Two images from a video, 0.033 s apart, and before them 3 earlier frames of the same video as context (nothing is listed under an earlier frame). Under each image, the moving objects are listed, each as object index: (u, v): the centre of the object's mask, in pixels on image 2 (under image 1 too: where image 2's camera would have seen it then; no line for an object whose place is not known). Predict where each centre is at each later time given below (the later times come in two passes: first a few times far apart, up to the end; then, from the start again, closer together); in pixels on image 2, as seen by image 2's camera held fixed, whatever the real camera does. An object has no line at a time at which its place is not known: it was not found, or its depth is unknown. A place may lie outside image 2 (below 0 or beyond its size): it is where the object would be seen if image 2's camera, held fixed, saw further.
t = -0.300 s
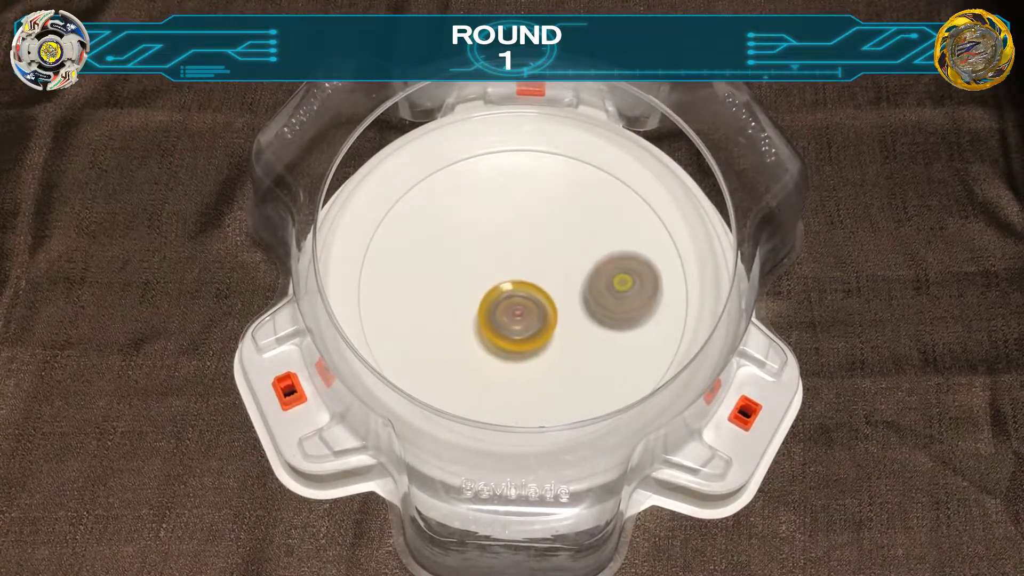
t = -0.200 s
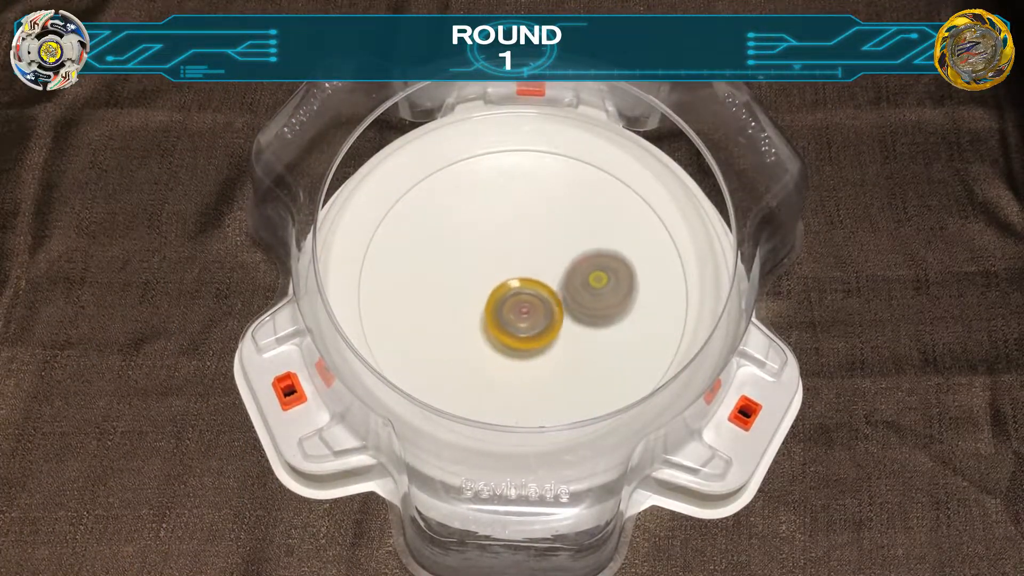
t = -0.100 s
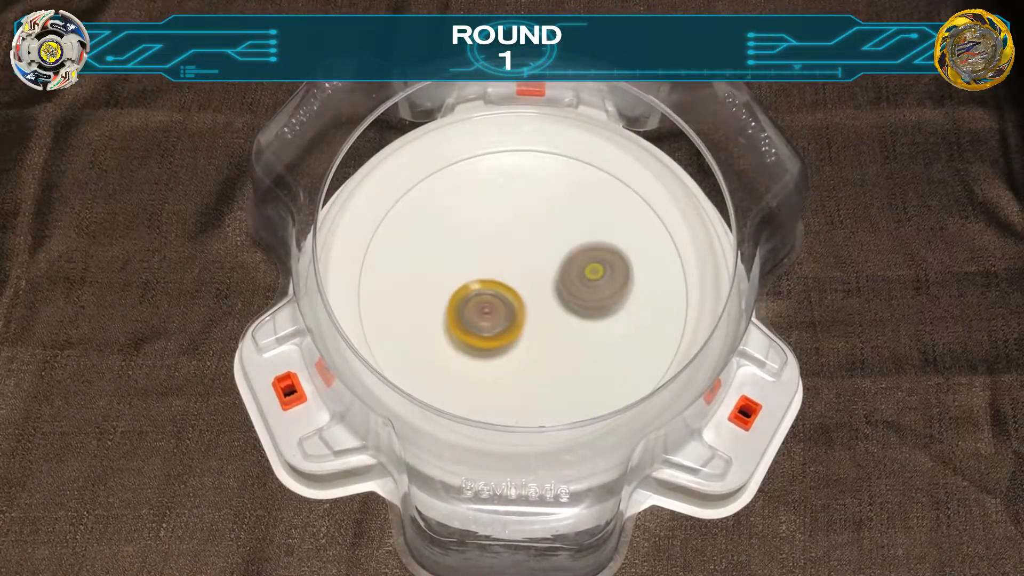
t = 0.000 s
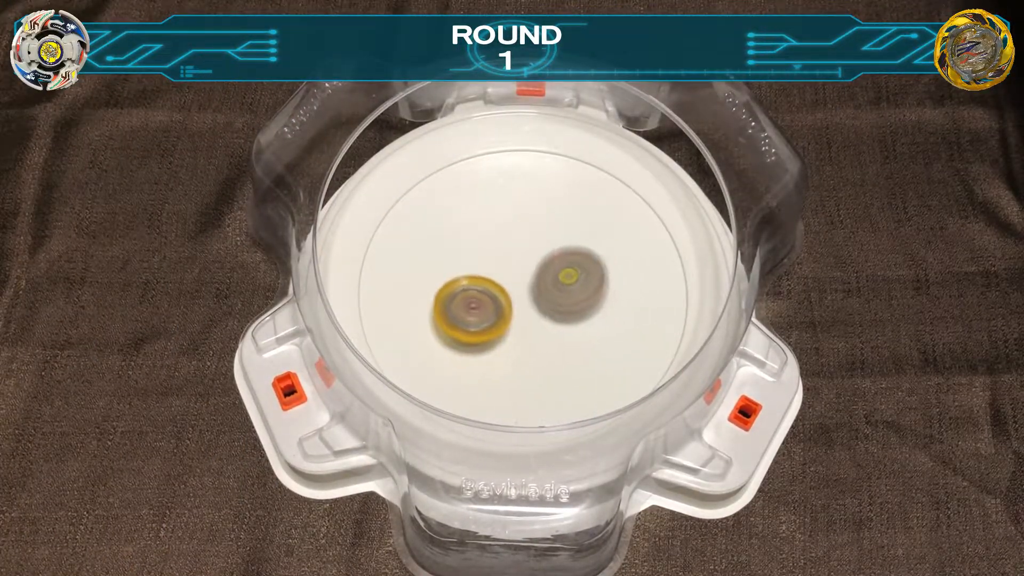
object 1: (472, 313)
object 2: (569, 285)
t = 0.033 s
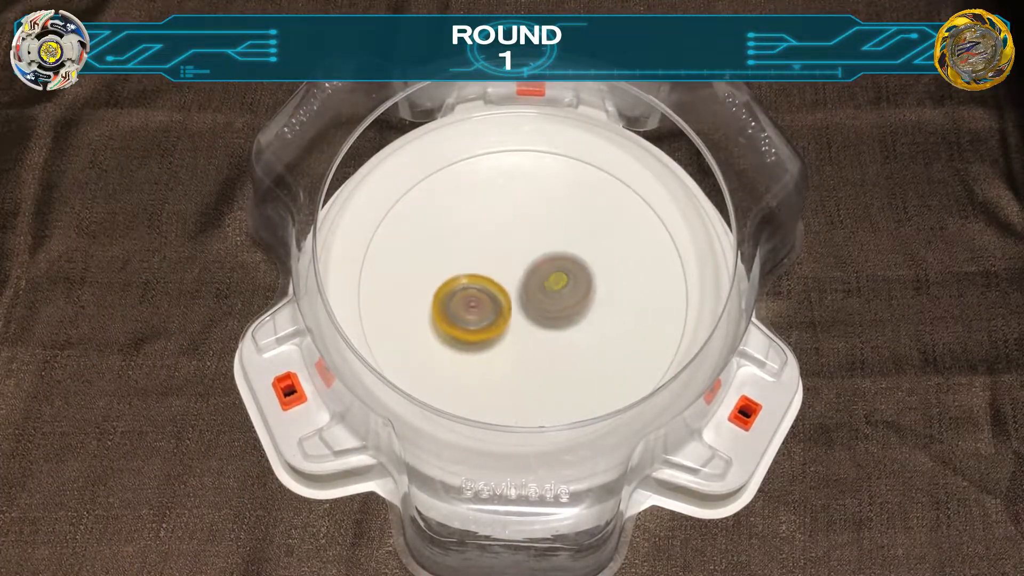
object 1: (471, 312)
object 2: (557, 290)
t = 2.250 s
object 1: (529, 270)
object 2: (444, 280)
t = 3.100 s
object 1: (528, 354)
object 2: (495, 256)
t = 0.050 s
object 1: (471, 311)
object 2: (550, 293)
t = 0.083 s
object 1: (468, 308)
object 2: (542, 300)
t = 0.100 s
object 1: (464, 304)
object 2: (538, 305)
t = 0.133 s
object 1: (458, 301)
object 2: (531, 315)
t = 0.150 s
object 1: (456, 299)
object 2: (528, 318)
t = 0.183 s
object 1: (454, 295)
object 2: (521, 327)
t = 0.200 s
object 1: (454, 293)
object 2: (518, 331)
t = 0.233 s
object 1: (454, 290)
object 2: (512, 339)
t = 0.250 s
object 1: (455, 290)
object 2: (509, 343)
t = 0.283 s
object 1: (456, 289)
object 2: (505, 352)
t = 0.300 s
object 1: (457, 289)
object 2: (503, 356)
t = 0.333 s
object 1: (457, 289)
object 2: (501, 364)
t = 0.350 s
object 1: (457, 289)
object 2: (500, 368)
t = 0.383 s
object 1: (458, 289)
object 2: (500, 375)
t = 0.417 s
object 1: (458, 289)
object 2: (502, 381)
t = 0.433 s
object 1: (457, 289)
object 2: (503, 384)
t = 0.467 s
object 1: (457, 289)
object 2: (506, 388)
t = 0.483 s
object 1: (457, 289)
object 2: (508, 389)
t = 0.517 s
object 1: (456, 289)
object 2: (510, 391)
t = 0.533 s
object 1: (455, 289)
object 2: (512, 391)
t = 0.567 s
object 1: (455, 289)
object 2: (515, 392)
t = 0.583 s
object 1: (455, 290)
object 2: (516, 393)
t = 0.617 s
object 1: (455, 290)
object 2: (517, 393)
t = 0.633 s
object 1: (454, 289)
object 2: (518, 393)
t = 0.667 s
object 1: (454, 288)
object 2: (520, 393)
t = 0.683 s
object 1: (454, 288)
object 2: (520, 393)
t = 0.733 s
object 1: (454, 287)
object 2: (521, 392)
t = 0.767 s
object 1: (456, 287)
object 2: (521, 392)
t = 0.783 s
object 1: (457, 287)
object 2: (521, 391)
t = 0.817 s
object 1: (460, 287)
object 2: (519, 390)
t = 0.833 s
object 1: (462, 286)
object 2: (518, 388)
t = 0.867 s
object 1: (466, 286)
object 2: (516, 386)
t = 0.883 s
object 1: (467, 287)
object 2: (515, 383)
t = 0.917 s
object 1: (471, 287)
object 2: (513, 379)
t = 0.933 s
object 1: (472, 287)
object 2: (512, 377)
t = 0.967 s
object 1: (475, 286)
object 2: (509, 373)
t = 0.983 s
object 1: (476, 286)
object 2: (508, 370)
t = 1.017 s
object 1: (479, 285)
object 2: (506, 366)
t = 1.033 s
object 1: (480, 284)
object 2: (504, 364)
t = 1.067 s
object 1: (483, 282)
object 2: (502, 360)
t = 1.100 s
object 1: (485, 281)
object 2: (500, 357)
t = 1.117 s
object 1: (487, 280)
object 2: (498, 355)
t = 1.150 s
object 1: (490, 277)
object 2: (496, 353)
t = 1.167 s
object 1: (492, 275)
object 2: (494, 353)
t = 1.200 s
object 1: (494, 269)
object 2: (491, 354)
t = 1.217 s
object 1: (495, 266)
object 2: (489, 354)
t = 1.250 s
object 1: (498, 261)
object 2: (487, 353)
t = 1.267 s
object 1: (500, 259)
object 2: (486, 352)
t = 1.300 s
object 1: (504, 255)
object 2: (484, 351)
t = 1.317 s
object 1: (506, 253)
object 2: (482, 351)
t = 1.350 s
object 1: (511, 249)
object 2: (481, 349)
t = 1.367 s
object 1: (512, 247)
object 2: (480, 348)
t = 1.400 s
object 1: (516, 244)
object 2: (477, 346)
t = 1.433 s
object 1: (519, 243)
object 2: (476, 340)
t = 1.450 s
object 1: (520, 242)
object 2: (475, 339)
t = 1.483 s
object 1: (521, 241)
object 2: (473, 336)
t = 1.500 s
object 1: (521, 241)
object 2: (472, 334)
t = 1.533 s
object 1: (521, 241)
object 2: (471, 331)
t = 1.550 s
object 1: (522, 241)
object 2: (470, 329)
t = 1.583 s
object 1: (523, 242)
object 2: (468, 326)
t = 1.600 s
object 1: (523, 243)
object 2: (467, 324)
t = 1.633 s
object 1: (525, 242)
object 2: (465, 320)
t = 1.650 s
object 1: (526, 242)
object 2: (464, 319)
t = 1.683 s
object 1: (527, 243)
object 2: (463, 317)
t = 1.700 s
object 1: (527, 243)
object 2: (463, 315)
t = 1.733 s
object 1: (526, 244)
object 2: (461, 315)
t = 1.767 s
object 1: (526, 244)
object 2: (460, 311)
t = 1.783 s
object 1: (526, 244)
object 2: (460, 310)
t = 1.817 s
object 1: (528, 245)
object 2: (458, 307)
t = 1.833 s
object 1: (528, 246)
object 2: (458, 306)
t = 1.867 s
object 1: (529, 248)
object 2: (456, 303)
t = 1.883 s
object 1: (530, 249)
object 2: (456, 302)
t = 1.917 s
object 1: (530, 251)
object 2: (454, 299)
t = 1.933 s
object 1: (530, 252)
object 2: (453, 298)
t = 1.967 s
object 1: (529, 254)
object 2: (452, 296)
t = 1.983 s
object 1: (529, 255)
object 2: (451, 295)
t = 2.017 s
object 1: (528, 256)
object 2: (450, 293)
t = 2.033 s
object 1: (528, 257)
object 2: (449, 292)
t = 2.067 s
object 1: (528, 259)
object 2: (448, 290)
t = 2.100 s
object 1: (528, 261)
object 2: (447, 287)
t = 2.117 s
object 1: (529, 262)
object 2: (446, 286)
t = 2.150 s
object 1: (529, 264)
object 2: (445, 284)
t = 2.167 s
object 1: (529, 265)
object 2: (445, 284)
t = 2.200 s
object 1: (528, 266)
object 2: (444, 282)
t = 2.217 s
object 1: (528, 267)
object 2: (444, 281)
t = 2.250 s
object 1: (529, 270)
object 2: (444, 280)
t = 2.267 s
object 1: (529, 272)
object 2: (444, 279)
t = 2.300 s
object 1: (529, 276)
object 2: (444, 278)
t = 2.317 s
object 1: (529, 277)
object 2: (444, 278)
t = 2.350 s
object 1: (529, 279)
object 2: (445, 277)
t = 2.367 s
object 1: (529, 281)
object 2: (445, 277)
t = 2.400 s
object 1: (528, 283)
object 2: (446, 276)
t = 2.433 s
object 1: (527, 285)
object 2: (447, 275)
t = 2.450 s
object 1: (527, 287)
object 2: (447, 275)
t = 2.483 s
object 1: (526, 289)
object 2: (448, 274)
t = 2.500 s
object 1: (525, 290)
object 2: (449, 274)
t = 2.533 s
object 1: (533, 296)
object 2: (443, 269)
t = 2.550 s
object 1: (536, 298)
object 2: (441, 267)
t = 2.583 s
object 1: (540, 303)
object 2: (436, 265)
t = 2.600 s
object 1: (541, 306)
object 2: (434, 263)
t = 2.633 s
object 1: (541, 312)
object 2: (430, 259)
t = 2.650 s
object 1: (540, 314)
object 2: (428, 257)
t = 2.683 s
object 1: (539, 319)
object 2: (425, 253)
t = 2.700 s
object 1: (538, 322)
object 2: (425, 253)
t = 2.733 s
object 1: (537, 326)
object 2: (425, 252)
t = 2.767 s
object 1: (535, 330)
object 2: (427, 254)
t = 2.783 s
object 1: (535, 333)
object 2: (428, 255)
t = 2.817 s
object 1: (533, 337)
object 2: (432, 258)
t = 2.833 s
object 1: (532, 339)
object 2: (434, 260)
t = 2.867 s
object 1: (531, 342)
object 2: (437, 264)
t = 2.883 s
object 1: (530, 344)
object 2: (439, 266)
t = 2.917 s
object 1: (529, 347)
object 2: (443, 269)
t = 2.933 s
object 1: (528, 349)
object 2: (446, 270)
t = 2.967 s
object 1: (527, 352)
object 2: (454, 270)
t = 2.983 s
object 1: (527, 352)
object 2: (458, 270)
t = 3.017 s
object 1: (527, 353)
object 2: (469, 268)
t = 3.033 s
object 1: (528, 354)
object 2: (474, 266)
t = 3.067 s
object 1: (528, 354)
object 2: (485, 261)
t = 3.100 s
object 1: (528, 354)
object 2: (495, 256)
